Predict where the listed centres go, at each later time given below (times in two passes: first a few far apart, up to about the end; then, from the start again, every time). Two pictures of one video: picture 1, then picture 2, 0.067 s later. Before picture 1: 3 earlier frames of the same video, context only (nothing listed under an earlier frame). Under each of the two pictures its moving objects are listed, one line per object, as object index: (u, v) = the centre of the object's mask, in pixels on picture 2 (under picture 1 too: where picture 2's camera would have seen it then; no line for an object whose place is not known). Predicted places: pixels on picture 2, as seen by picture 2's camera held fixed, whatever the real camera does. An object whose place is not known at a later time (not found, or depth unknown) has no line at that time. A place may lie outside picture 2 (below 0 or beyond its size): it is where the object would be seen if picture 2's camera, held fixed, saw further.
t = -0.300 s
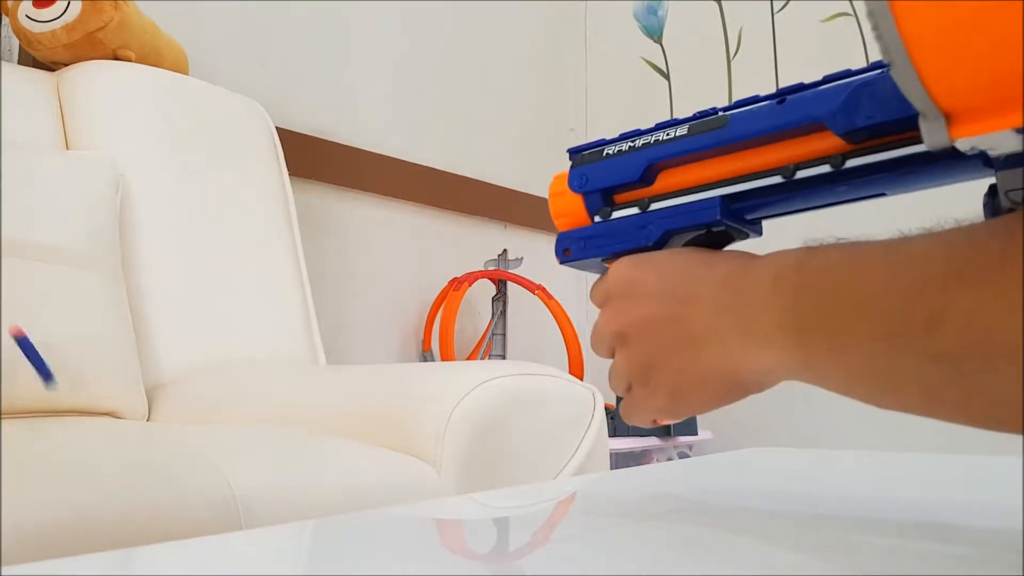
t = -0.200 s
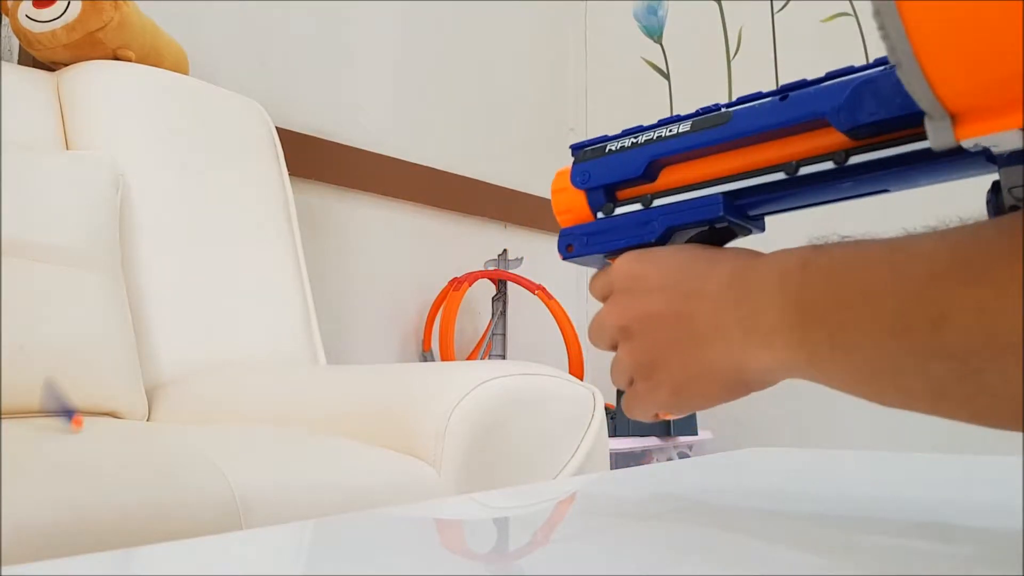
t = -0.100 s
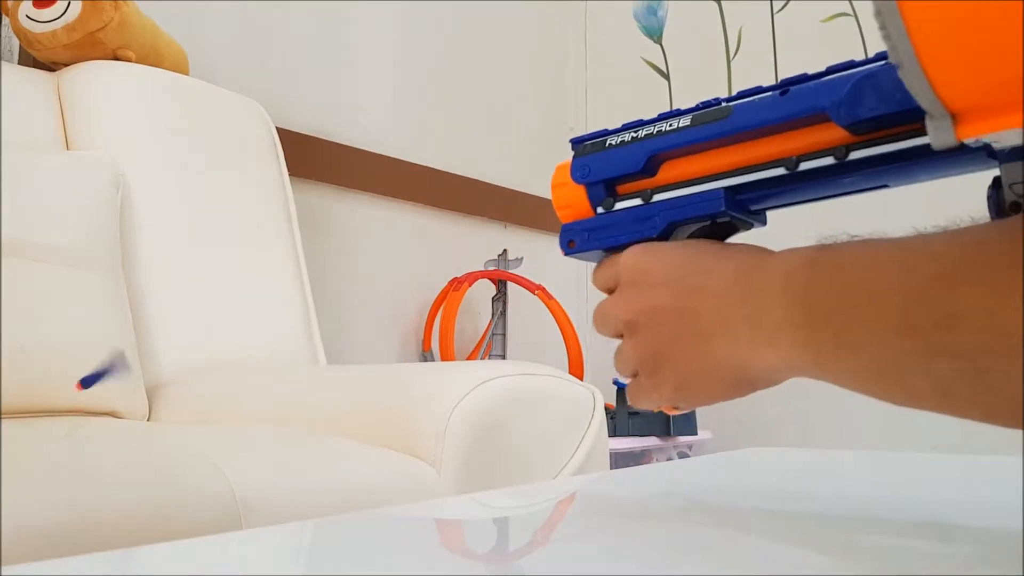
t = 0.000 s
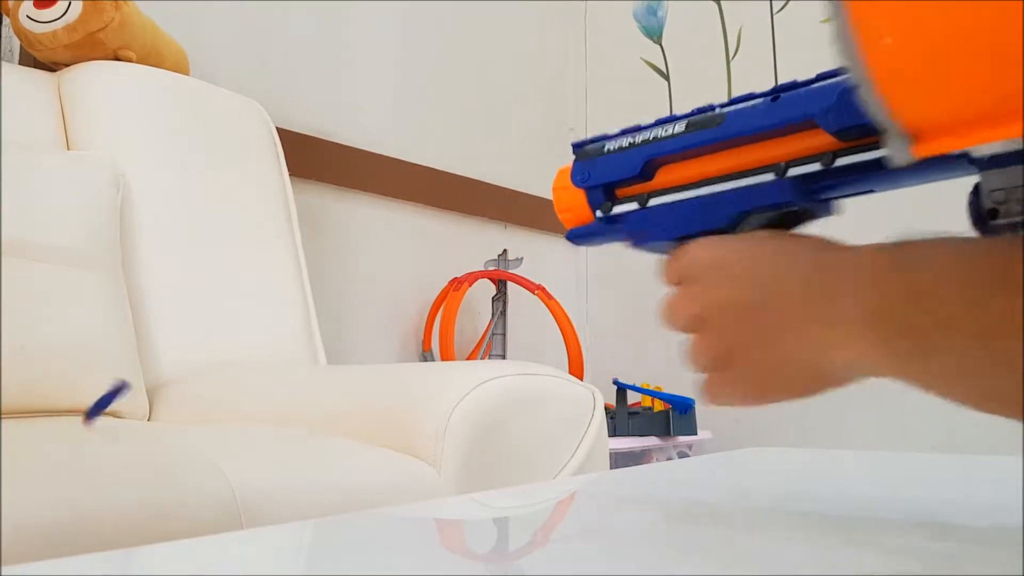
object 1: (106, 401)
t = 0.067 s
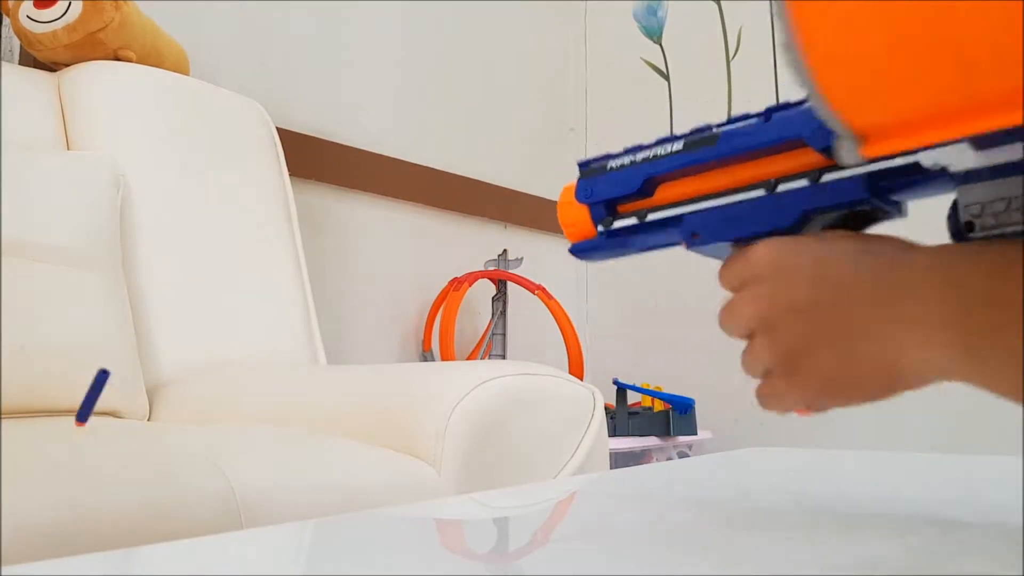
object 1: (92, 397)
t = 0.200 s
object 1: (76, 428)
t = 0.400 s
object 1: (51, 431)
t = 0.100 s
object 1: (86, 405)
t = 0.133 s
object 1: (83, 416)
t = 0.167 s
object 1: (84, 429)
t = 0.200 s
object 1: (76, 428)
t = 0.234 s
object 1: (68, 431)
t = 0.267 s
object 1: (59, 431)
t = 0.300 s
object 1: (52, 431)
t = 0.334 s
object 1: (48, 431)
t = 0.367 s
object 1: (48, 431)
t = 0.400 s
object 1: (51, 431)
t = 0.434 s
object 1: (57, 431)
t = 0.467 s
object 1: (64, 431)
